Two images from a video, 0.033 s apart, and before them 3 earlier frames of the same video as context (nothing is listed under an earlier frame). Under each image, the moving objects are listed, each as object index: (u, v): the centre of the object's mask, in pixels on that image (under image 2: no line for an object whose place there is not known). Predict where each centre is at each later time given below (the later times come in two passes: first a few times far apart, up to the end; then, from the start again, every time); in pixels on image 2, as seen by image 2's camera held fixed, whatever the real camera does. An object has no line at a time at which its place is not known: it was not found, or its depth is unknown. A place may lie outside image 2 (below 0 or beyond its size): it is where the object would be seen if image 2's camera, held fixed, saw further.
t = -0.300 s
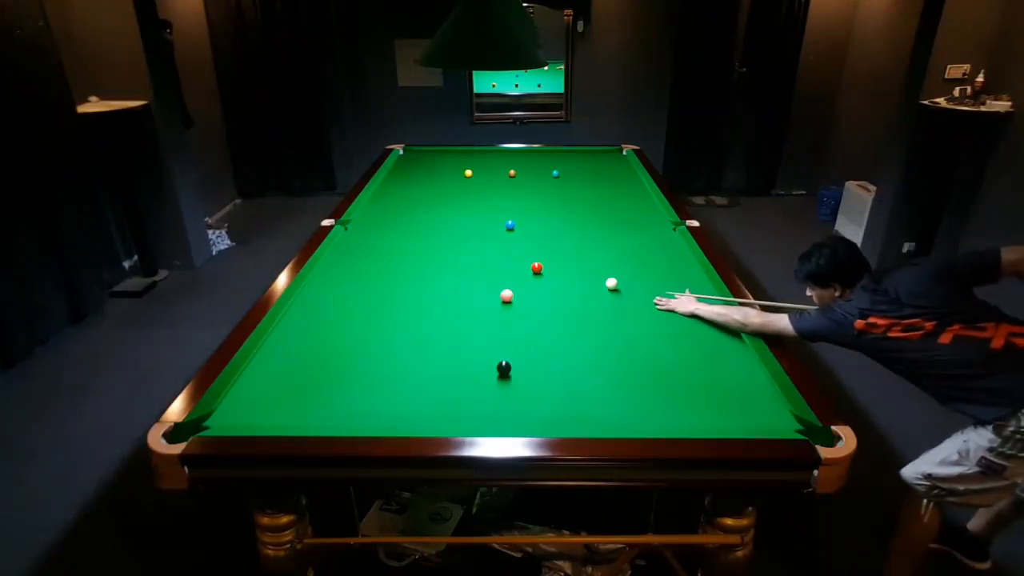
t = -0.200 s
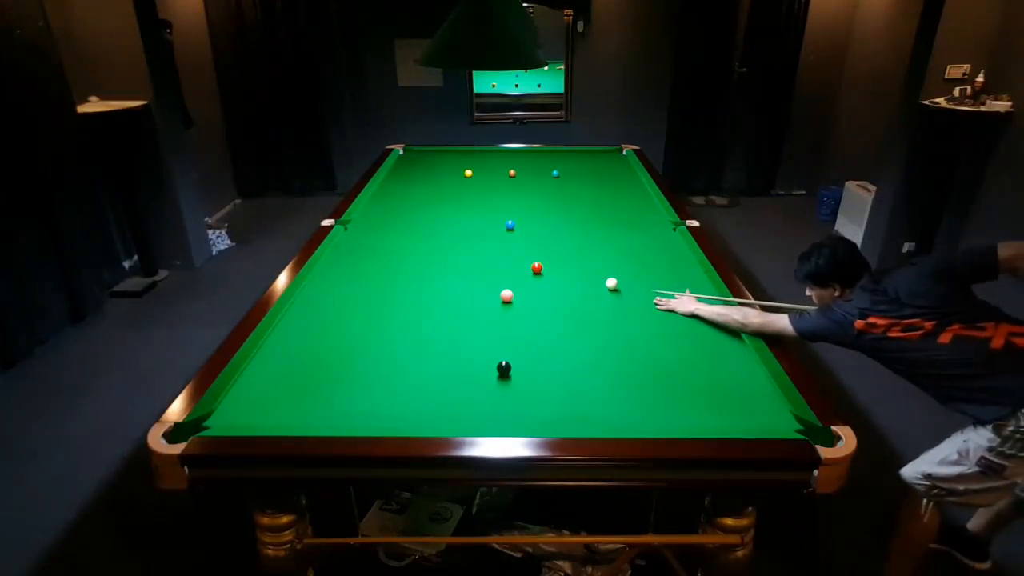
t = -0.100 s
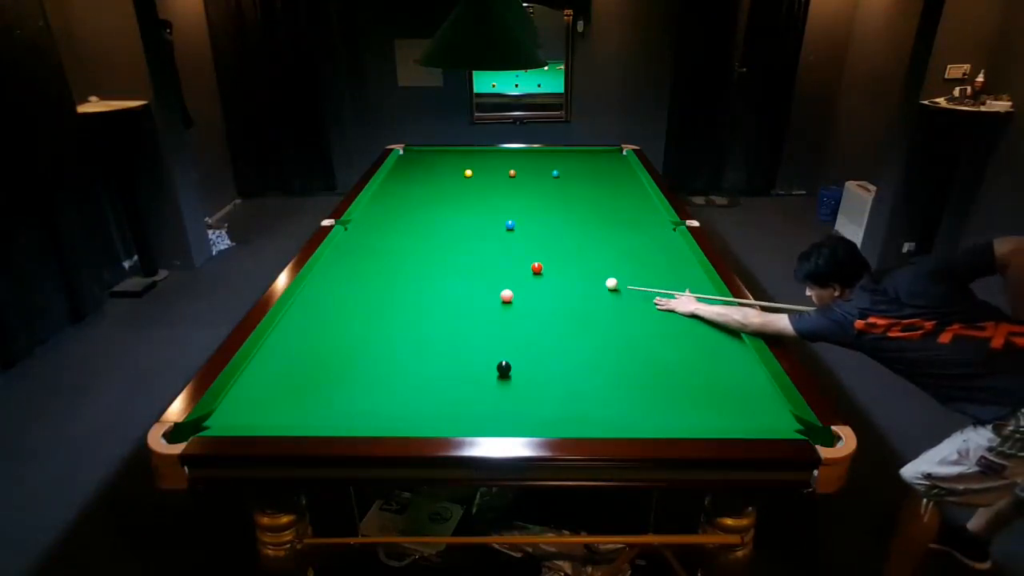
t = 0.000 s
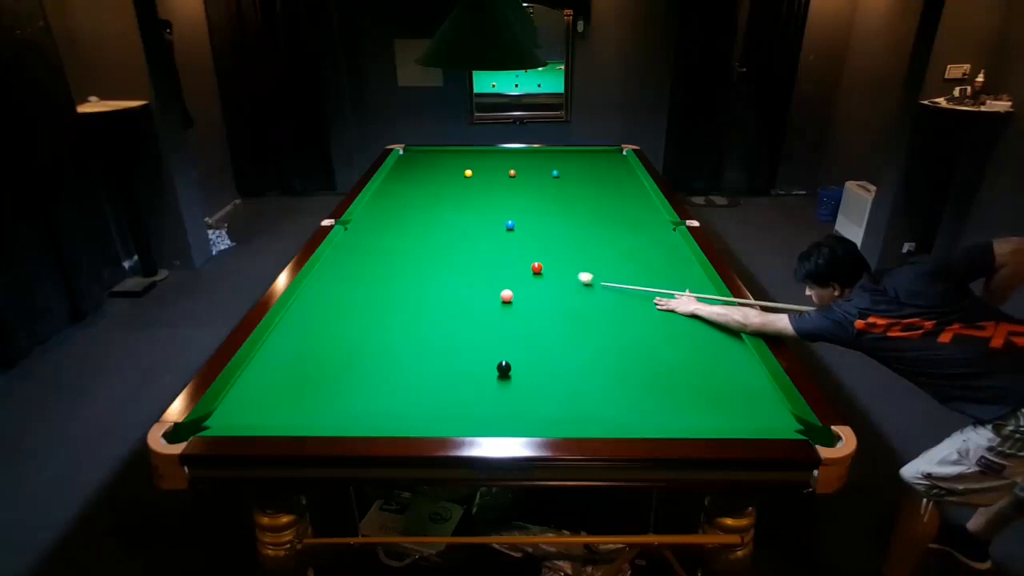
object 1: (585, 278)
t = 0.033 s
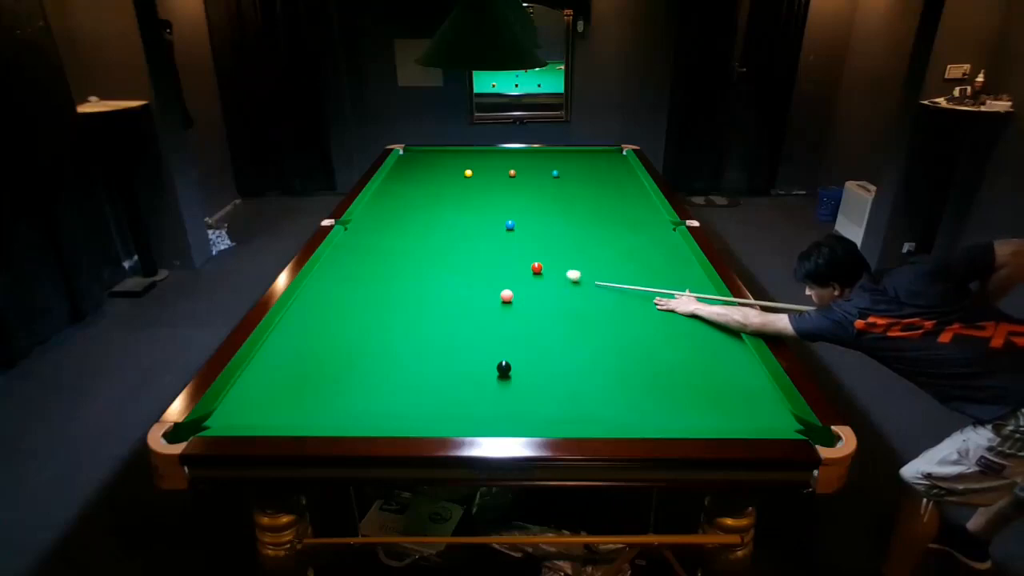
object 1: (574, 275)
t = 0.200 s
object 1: (545, 270)
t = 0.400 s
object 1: (544, 270)
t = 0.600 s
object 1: (543, 271)
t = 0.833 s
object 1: (542, 271)
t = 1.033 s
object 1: (542, 271)
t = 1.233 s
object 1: (543, 271)
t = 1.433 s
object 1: (543, 271)
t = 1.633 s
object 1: (543, 270)
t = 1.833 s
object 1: (543, 270)
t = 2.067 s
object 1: (543, 270)
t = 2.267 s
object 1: (543, 270)
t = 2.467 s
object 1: (543, 270)
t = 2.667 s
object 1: (543, 270)
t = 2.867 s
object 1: (543, 270)
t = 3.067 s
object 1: (543, 270)
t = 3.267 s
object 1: (543, 270)
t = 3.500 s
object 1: (543, 270)
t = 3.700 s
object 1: (543, 270)
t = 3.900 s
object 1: (543, 271)
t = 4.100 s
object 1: (543, 271)
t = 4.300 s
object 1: (543, 271)
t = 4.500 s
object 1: (543, 270)
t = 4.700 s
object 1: (543, 270)
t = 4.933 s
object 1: (543, 270)
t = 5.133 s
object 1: (543, 270)
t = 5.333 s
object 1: (543, 271)
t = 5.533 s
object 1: (543, 271)
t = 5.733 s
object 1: (543, 271)
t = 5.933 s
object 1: (543, 271)
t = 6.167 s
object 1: (543, 271)
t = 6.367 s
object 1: (543, 271)
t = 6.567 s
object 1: (543, 271)
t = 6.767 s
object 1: (543, 271)
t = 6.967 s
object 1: (543, 271)
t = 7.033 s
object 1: (543, 271)
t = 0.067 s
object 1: (562, 273)
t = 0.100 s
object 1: (552, 271)
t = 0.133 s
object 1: (546, 270)
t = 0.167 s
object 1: (546, 270)
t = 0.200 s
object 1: (545, 270)
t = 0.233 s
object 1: (545, 270)
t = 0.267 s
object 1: (545, 270)
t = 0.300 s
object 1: (544, 270)
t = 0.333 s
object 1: (544, 270)
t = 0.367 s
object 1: (544, 270)
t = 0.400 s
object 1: (544, 270)
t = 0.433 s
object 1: (544, 270)
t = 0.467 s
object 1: (543, 271)
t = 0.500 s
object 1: (543, 271)
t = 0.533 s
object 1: (543, 271)
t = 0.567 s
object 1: (543, 271)
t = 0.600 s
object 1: (543, 271)
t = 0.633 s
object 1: (543, 271)
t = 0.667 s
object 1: (542, 271)
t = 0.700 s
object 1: (542, 271)
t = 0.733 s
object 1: (542, 271)
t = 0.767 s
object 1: (542, 271)
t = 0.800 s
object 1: (542, 271)
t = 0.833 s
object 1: (542, 271)
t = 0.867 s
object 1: (542, 271)
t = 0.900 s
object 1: (542, 271)
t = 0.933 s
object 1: (543, 271)
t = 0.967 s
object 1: (543, 271)
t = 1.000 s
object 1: (542, 271)
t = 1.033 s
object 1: (542, 271)
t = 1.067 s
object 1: (543, 271)
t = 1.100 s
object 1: (543, 271)
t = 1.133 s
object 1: (543, 271)
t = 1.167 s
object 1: (543, 271)
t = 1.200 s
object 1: (543, 271)
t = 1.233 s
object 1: (543, 271)
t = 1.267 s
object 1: (543, 271)
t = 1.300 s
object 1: (543, 271)
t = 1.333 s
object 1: (543, 271)
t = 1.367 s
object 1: (543, 271)
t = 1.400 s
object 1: (543, 271)
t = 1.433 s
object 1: (543, 271)
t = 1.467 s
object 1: (543, 271)
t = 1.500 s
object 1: (543, 271)
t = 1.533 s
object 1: (543, 271)
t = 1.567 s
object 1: (543, 270)
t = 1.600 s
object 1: (543, 270)
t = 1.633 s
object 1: (543, 270)
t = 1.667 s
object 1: (543, 270)
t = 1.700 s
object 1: (543, 271)
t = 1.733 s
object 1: (543, 271)
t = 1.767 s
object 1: (543, 271)
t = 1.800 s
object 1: (543, 270)
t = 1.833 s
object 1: (543, 270)
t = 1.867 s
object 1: (543, 271)
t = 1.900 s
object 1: (543, 270)
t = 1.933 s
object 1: (543, 270)
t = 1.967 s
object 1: (543, 270)
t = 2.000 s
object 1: (543, 270)
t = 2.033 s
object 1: (543, 270)
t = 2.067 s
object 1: (543, 270)
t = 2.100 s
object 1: (543, 270)
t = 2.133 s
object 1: (543, 270)
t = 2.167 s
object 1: (543, 270)
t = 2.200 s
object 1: (543, 270)
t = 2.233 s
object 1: (543, 270)
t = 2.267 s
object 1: (543, 270)
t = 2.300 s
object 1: (543, 270)
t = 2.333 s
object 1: (543, 270)
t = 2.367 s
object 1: (543, 270)
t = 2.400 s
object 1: (543, 270)
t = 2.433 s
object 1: (543, 270)
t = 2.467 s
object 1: (543, 270)
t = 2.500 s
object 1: (543, 270)
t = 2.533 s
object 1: (543, 270)
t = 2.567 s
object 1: (543, 270)
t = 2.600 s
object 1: (543, 270)
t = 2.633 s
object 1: (543, 270)
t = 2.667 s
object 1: (543, 270)
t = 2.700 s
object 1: (543, 270)
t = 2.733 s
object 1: (543, 270)
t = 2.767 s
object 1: (543, 270)
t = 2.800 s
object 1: (543, 270)
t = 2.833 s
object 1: (543, 270)
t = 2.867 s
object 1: (543, 270)
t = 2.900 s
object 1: (543, 270)
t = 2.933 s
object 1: (543, 270)
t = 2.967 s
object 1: (543, 270)
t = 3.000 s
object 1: (543, 270)
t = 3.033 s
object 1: (543, 270)
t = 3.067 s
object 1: (543, 270)
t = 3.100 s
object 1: (543, 270)
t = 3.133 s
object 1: (543, 270)
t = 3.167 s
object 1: (543, 270)
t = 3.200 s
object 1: (543, 270)
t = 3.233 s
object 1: (543, 270)
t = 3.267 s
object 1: (543, 270)
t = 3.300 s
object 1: (543, 270)
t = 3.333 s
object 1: (543, 270)
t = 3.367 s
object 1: (543, 270)
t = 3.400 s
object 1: (543, 270)
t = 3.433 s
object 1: (543, 270)
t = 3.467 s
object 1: (543, 270)
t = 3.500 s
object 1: (543, 270)
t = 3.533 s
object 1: (543, 270)
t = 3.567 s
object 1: (543, 270)
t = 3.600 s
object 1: (543, 270)
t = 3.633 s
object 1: (543, 270)
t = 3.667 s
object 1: (543, 270)
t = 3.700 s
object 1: (543, 270)
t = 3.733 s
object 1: (543, 270)
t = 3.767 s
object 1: (543, 270)
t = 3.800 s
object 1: (543, 270)
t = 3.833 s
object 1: (543, 271)
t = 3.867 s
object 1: (543, 270)
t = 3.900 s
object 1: (543, 271)
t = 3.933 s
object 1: (543, 270)
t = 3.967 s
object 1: (543, 270)
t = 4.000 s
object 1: (543, 271)
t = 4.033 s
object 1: (543, 270)
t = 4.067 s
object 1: (543, 271)
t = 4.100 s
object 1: (543, 271)
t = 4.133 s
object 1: (543, 270)
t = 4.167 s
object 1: (543, 271)
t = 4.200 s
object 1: (543, 270)
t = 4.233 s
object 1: (543, 270)
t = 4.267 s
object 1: (543, 270)
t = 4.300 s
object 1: (543, 271)
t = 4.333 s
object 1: (543, 270)
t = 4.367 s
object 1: (543, 270)
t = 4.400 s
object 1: (543, 270)
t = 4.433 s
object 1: (543, 270)
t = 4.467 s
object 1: (543, 270)
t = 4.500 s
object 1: (543, 270)
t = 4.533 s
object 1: (543, 270)
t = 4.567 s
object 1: (543, 270)
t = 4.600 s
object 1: (543, 271)
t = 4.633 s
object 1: (543, 271)
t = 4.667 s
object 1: (543, 270)
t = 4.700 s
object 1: (543, 270)
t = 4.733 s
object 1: (543, 270)
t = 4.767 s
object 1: (543, 270)
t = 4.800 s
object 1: (543, 270)
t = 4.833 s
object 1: (543, 270)
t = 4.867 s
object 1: (543, 270)
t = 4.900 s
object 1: (543, 270)
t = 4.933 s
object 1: (543, 270)
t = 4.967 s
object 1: (543, 271)
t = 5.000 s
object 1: (543, 271)
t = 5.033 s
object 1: (543, 270)
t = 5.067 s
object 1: (543, 270)
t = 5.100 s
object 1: (543, 270)
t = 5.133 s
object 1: (543, 270)
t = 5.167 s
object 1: (543, 271)
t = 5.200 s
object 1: (543, 271)
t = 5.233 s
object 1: (543, 271)
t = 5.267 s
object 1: (543, 271)
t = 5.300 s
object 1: (543, 271)
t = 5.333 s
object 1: (543, 271)
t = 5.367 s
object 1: (543, 271)
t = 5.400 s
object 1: (543, 271)
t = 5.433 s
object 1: (543, 271)
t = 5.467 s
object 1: (543, 271)
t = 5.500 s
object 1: (543, 271)
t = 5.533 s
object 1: (543, 271)
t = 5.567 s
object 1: (543, 271)
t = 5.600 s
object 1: (543, 271)
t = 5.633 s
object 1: (543, 271)
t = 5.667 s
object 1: (543, 271)
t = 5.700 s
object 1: (543, 271)
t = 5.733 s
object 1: (543, 271)
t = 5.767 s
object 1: (543, 271)
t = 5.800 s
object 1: (543, 271)
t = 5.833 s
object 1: (543, 271)
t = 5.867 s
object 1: (543, 271)
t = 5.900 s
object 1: (543, 271)
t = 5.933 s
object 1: (543, 271)
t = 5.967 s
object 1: (543, 271)
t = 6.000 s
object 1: (543, 271)
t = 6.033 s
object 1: (543, 271)
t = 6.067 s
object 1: (543, 271)
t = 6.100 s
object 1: (543, 271)
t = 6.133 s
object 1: (543, 271)
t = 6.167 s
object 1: (543, 271)
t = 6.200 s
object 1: (543, 271)
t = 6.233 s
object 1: (543, 271)
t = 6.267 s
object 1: (543, 271)
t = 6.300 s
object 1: (543, 271)
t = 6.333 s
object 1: (543, 271)
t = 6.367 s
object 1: (543, 271)
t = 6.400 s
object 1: (543, 271)
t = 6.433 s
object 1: (543, 271)
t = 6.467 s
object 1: (543, 271)
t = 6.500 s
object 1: (543, 271)
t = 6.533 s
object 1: (543, 271)
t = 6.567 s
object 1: (543, 271)
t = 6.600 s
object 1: (543, 271)
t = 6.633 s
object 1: (543, 271)
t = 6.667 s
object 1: (543, 271)
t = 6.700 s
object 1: (543, 271)
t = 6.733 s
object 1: (543, 271)
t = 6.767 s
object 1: (543, 271)
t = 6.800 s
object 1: (543, 271)
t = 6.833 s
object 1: (543, 271)
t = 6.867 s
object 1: (543, 271)
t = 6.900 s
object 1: (543, 271)
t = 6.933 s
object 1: (543, 271)
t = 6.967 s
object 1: (543, 271)
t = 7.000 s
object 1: (543, 271)
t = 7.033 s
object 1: (543, 271)
